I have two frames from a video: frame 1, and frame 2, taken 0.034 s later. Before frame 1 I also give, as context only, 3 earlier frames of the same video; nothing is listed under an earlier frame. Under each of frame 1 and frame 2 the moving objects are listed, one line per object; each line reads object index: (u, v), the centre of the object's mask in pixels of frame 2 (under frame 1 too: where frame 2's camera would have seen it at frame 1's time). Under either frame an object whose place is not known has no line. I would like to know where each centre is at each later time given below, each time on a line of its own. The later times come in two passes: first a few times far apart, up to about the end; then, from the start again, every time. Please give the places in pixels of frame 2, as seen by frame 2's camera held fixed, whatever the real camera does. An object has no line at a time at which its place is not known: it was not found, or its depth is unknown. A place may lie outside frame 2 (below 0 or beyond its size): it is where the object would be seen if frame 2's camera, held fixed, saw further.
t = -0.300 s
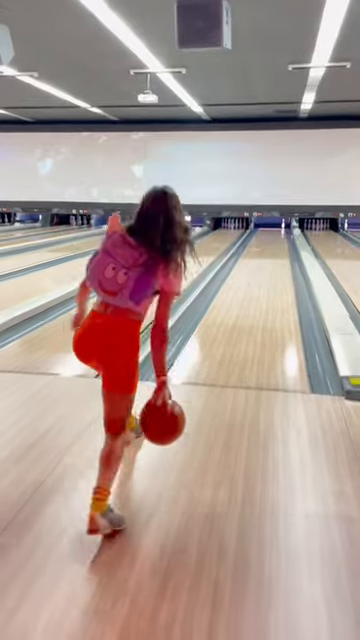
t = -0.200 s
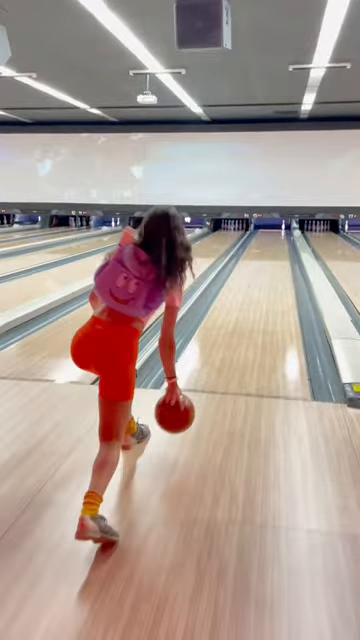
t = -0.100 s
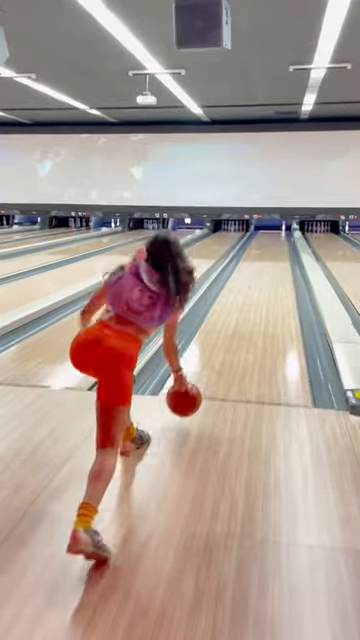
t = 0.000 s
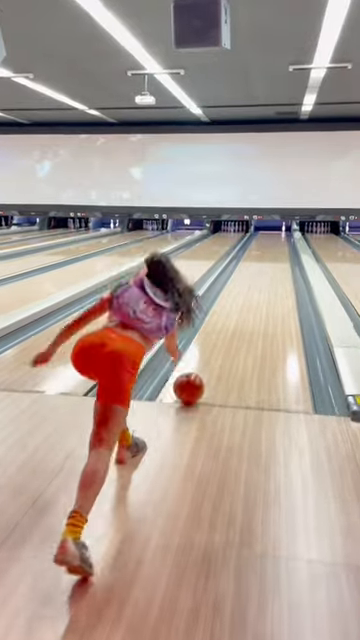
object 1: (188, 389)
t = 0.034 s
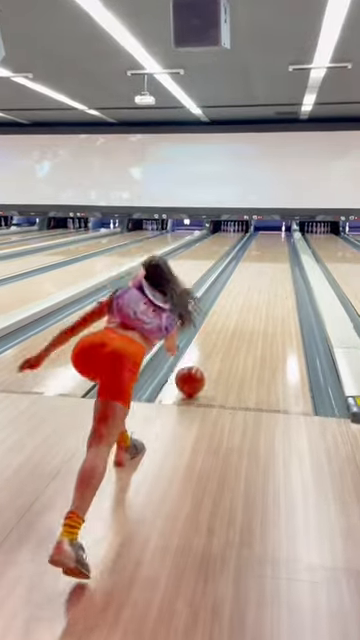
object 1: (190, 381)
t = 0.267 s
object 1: (200, 340)
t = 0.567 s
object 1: (208, 310)
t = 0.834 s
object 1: (210, 295)
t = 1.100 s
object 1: (217, 283)
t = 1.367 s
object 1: (223, 275)
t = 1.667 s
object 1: (228, 267)
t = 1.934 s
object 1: (233, 260)
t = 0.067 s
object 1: (192, 374)
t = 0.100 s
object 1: (193, 367)
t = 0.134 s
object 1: (195, 361)
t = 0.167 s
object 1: (196, 355)
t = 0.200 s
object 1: (198, 350)
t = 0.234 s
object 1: (199, 345)
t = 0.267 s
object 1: (200, 340)
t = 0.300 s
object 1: (201, 336)
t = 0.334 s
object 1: (202, 332)
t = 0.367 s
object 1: (203, 328)
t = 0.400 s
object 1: (204, 325)
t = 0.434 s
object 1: (205, 322)
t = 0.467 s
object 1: (206, 319)
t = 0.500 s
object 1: (206, 315)
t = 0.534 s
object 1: (207, 312)
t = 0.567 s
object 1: (208, 310)
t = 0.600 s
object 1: (209, 307)
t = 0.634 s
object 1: (209, 304)
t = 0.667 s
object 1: (209, 302)
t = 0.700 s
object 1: (210, 299)
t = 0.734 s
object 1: (210, 298)
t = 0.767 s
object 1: (210, 297)
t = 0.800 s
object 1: (210, 296)
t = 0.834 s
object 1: (210, 295)
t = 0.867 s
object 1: (209, 293)
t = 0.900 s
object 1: (211, 291)
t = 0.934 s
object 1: (213, 290)
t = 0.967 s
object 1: (214, 288)
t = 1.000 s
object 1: (214, 288)
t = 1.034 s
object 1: (215, 286)
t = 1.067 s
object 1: (216, 284)
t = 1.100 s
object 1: (217, 283)
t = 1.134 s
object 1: (218, 282)
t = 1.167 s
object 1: (219, 280)
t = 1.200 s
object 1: (220, 279)
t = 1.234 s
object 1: (221, 278)
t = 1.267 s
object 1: (221, 277)
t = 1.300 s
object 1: (221, 277)
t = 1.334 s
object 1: (222, 276)
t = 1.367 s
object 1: (223, 275)
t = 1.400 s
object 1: (224, 274)
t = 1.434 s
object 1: (224, 273)
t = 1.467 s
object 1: (225, 272)
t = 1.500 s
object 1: (225, 271)
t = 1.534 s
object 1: (226, 271)
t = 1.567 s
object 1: (227, 269)
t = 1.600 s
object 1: (227, 268)
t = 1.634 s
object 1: (228, 267)
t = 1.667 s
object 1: (228, 267)
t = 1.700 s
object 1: (229, 266)
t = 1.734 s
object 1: (229, 265)
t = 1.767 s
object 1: (230, 265)
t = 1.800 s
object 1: (230, 264)
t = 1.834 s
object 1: (230, 263)
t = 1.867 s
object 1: (231, 263)
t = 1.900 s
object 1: (233, 260)
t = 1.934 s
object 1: (233, 260)
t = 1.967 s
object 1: (233, 260)
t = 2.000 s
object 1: (234, 259)
